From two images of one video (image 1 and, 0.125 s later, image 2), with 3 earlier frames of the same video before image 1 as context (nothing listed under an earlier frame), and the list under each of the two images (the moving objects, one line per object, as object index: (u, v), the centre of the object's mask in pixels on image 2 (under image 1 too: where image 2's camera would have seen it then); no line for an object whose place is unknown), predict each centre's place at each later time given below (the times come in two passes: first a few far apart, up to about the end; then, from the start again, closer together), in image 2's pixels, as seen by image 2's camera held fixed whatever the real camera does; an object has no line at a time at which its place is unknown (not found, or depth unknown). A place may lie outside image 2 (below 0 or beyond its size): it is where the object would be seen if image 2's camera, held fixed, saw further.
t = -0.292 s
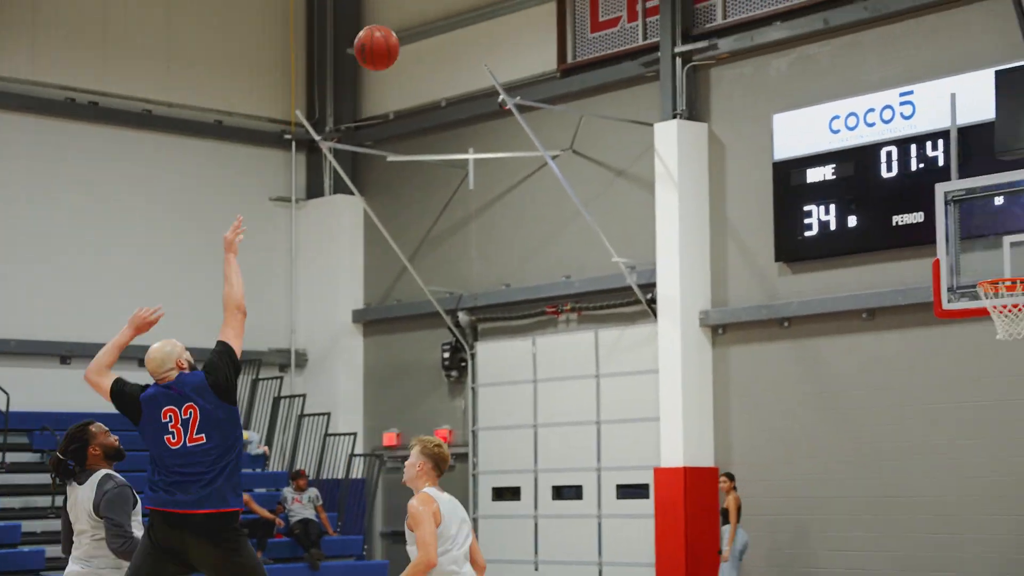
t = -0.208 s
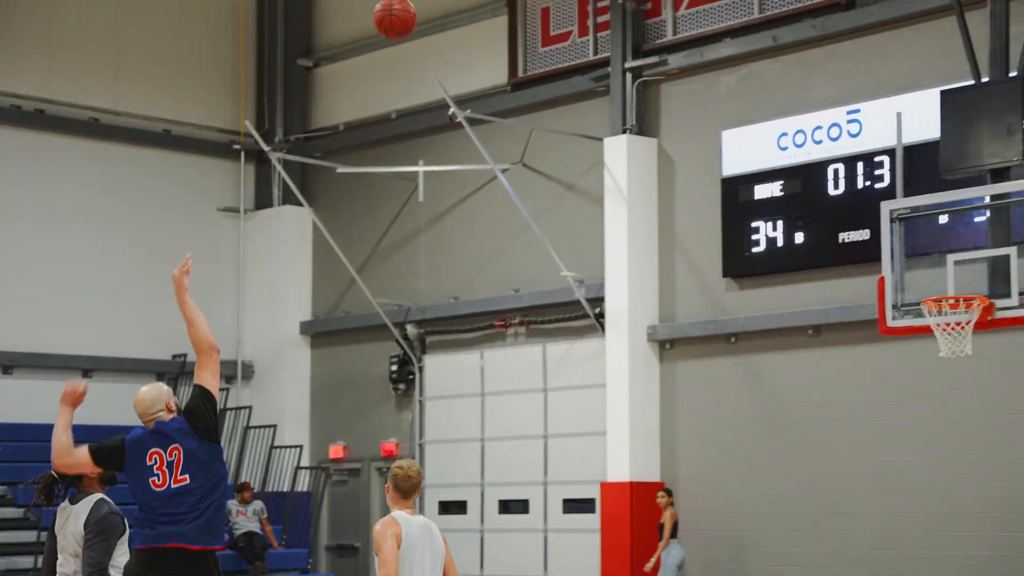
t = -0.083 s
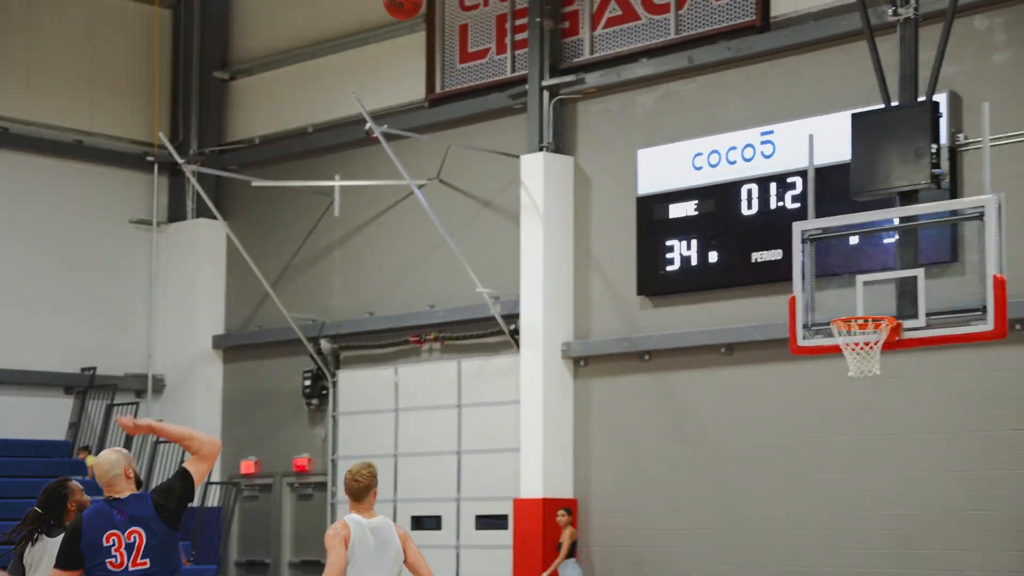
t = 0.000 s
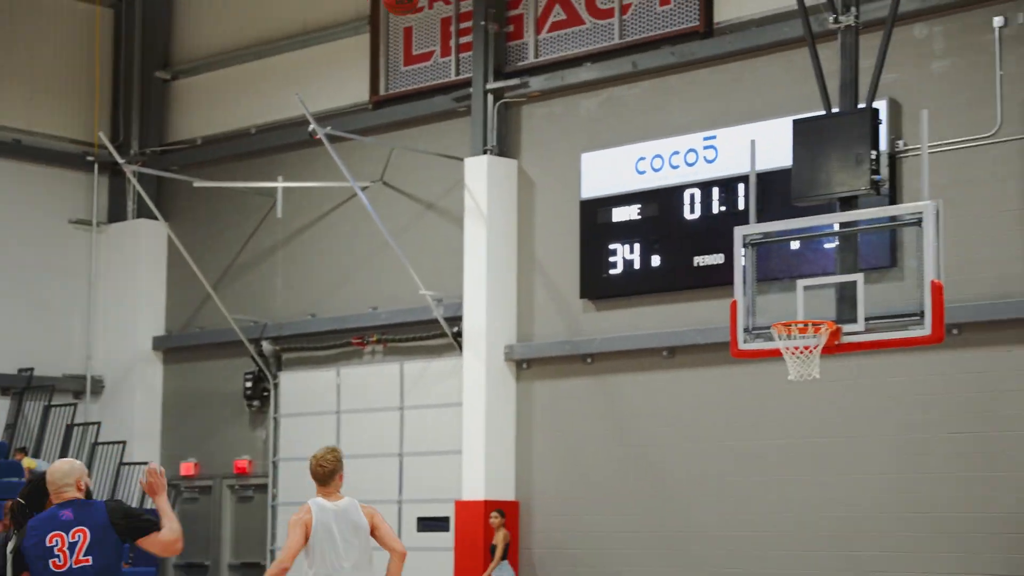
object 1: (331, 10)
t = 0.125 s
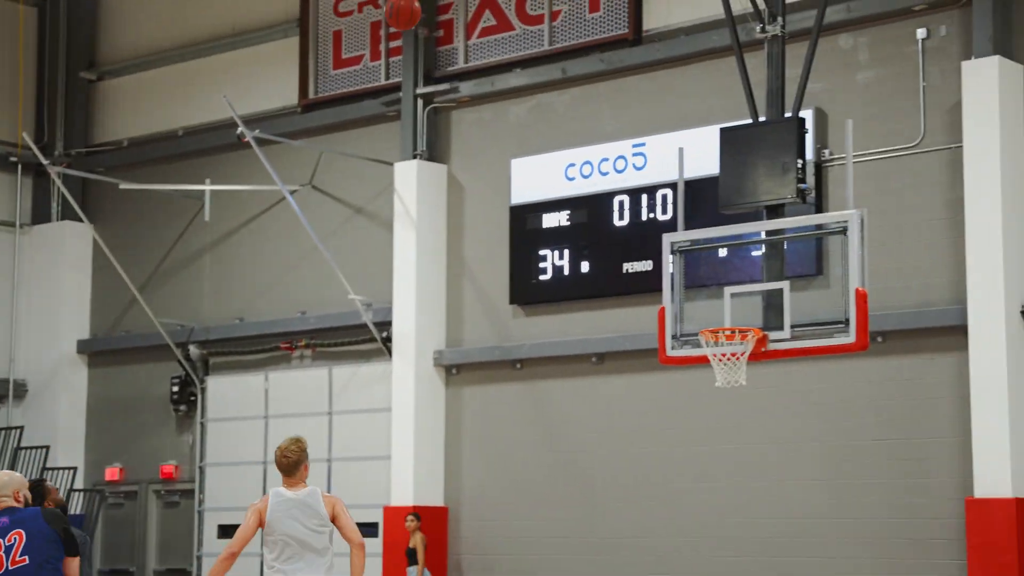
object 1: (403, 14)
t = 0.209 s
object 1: (446, 30)
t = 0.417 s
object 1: (543, 110)
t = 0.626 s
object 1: (627, 231)
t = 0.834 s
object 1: (677, 360)
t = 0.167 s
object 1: (425, 20)
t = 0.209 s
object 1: (446, 30)
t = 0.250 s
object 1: (467, 43)
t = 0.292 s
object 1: (487, 57)
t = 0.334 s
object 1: (507, 73)
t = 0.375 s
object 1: (525, 91)
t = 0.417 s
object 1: (543, 110)
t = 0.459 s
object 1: (561, 131)
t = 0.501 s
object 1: (578, 153)
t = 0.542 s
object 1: (595, 178)
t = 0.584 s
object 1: (611, 203)
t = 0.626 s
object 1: (627, 231)
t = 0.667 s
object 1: (643, 258)
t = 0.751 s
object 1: (675, 318)
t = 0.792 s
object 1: (689, 349)
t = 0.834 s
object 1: (677, 360)
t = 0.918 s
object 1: (638, 376)
